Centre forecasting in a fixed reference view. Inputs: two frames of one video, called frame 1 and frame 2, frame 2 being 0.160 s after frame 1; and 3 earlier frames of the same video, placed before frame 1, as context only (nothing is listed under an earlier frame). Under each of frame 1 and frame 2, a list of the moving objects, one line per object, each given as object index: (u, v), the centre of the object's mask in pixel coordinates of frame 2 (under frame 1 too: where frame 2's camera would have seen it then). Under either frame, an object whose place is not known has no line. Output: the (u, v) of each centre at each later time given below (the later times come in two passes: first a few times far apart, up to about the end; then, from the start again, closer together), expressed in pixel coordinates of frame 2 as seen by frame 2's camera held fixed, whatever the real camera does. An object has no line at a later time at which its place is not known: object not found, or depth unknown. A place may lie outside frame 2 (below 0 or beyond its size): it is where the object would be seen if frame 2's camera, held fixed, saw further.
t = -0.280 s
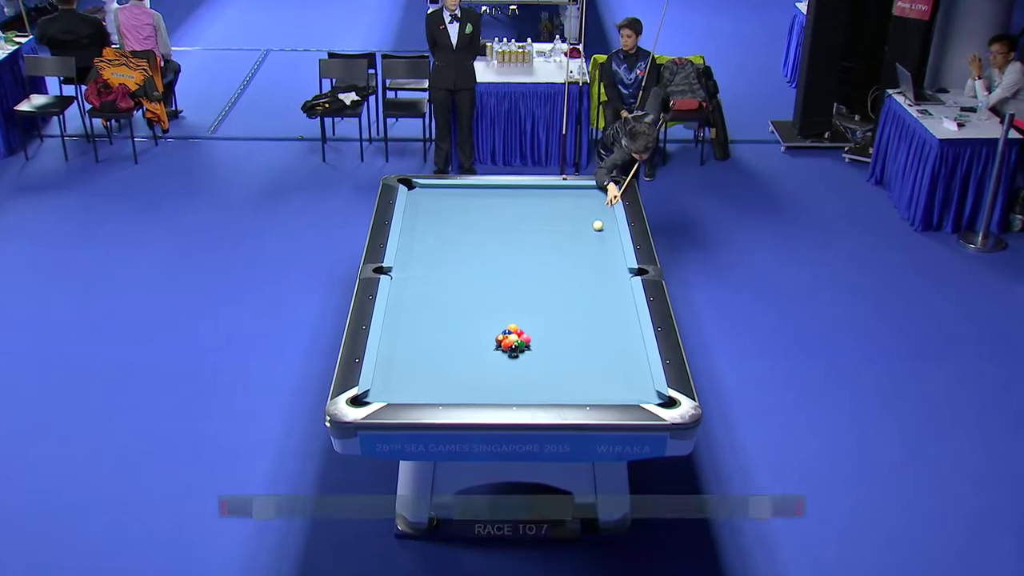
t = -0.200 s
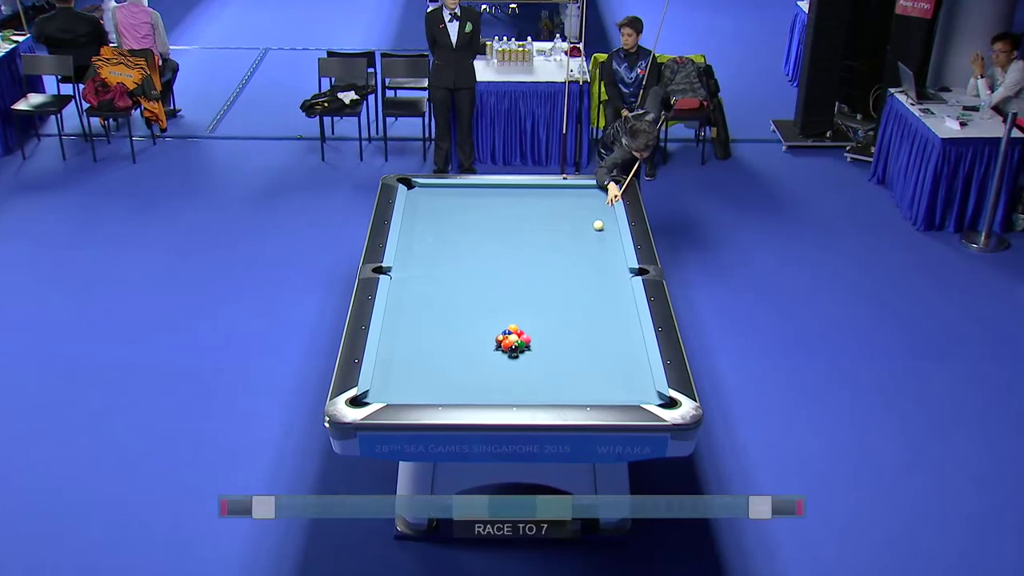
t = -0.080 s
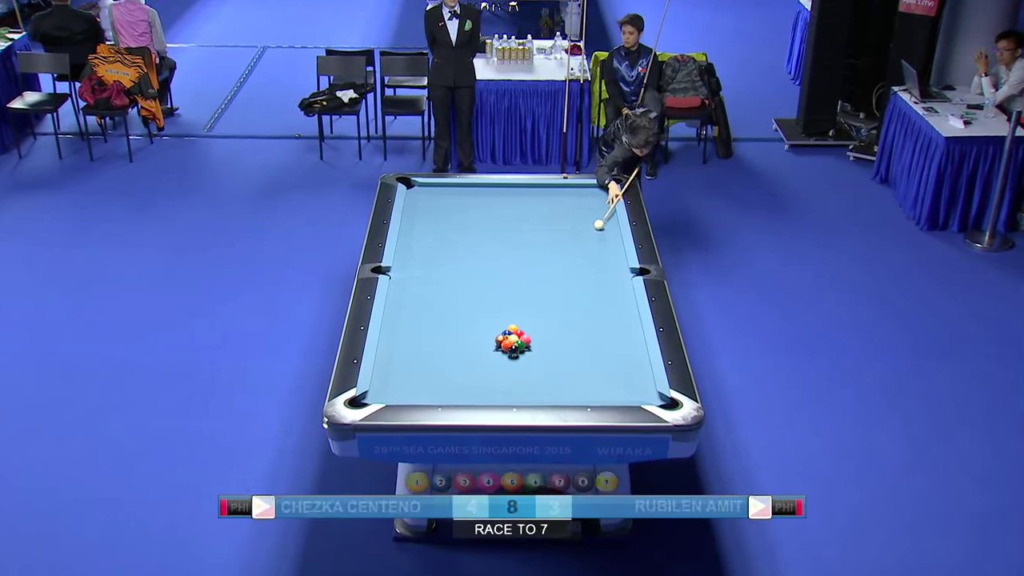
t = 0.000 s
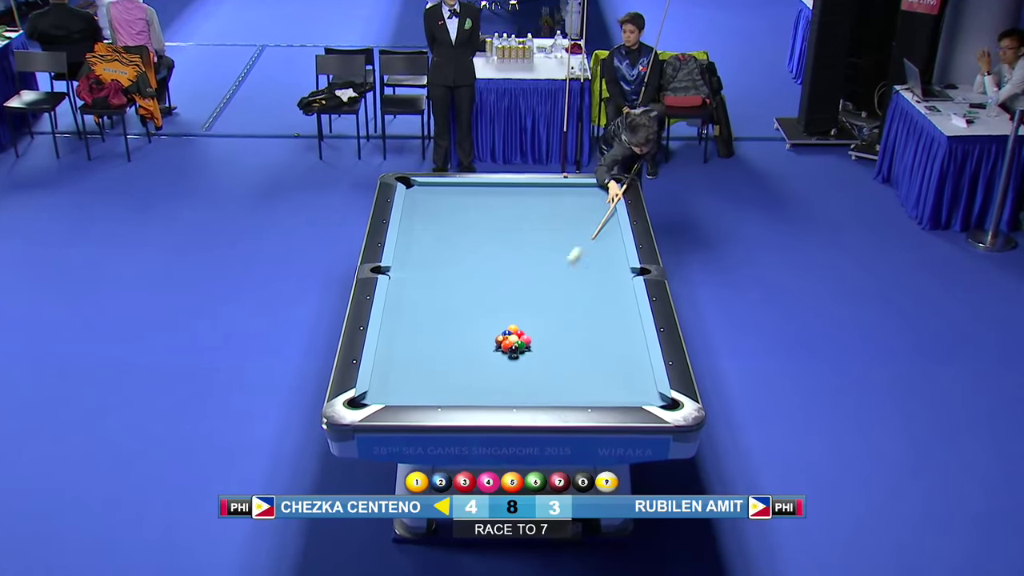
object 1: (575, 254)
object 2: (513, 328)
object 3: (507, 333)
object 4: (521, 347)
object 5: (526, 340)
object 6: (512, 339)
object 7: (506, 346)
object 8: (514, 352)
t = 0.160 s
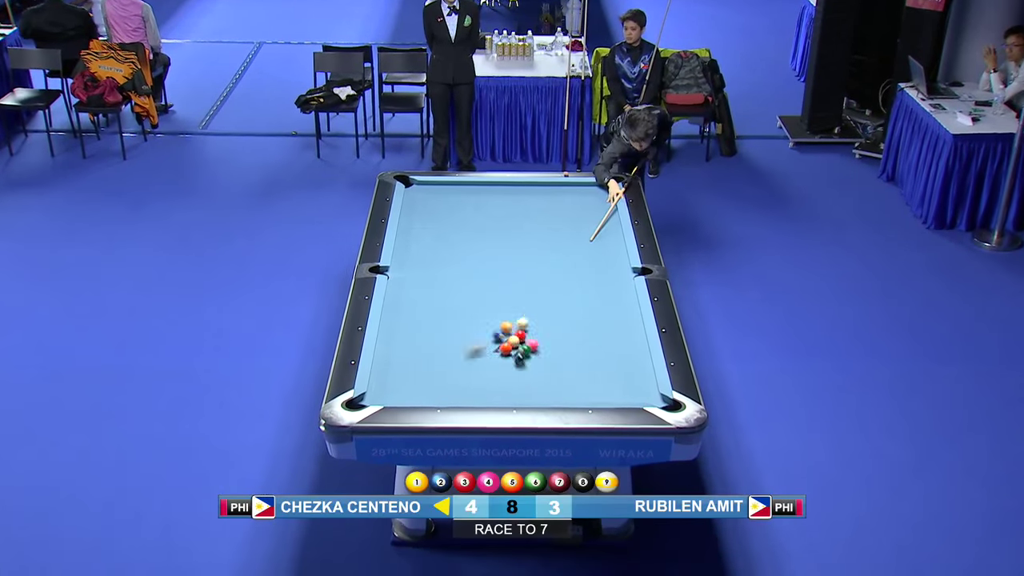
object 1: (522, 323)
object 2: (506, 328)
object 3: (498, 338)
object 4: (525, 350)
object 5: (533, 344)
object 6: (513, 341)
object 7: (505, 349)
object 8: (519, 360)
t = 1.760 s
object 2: (459, 259)
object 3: (472, 305)
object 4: (564, 319)
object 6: (519, 343)
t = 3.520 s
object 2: (574, 241)
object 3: (573, 275)
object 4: (468, 283)
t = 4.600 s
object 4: (433, 271)
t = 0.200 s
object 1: (528, 324)
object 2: (499, 325)
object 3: (488, 336)
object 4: (531, 356)
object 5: (541, 350)
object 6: (514, 342)
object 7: (504, 351)
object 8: (527, 369)
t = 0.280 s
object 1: (539, 323)
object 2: (486, 318)
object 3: (470, 333)
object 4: (543, 366)
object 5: (559, 359)
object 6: (515, 342)
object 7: (501, 355)
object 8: (543, 387)
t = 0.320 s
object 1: (544, 323)
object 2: (480, 315)
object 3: (462, 333)
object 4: (549, 370)
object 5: (567, 363)
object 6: (515, 342)
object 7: (500, 357)
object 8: (550, 395)
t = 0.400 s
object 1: (552, 323)
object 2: (469, 310)
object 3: (448, 331)
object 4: (560, 378)
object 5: (582, 371)
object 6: (516, 342)
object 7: (497, 360)
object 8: (560, 392)
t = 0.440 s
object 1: (556, 323)
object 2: (464, 307)
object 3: (440, 331)
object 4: (566, 378)
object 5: (589, 375)
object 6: (516, 342)
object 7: (495, 362)
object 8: (562, 388)
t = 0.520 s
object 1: (563, 323)
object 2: (454, 301)
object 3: (426, 329)
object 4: (582, 372)
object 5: (604, 383)
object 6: (516, 342)
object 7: (493, 366)
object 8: (562, 393)
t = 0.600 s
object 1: (571, 323)
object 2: (444, 296)
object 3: (412, 328)
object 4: (598, 365)
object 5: (618, 390)
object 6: (517, 342)
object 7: (490, 369)
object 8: (563, 396)
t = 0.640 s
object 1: (575, 323)
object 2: (439, 293)
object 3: (404, 326)
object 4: (605, 362)
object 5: (626, 394)
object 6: (518, 343)
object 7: (489, 371)
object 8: (563, 397)
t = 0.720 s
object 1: (582, 323)
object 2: (430, 288)
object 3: (391, 325)
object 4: (620, 357)
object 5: (640, 397)
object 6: (518, 343)
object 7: (486, 375)
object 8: (566, 396)
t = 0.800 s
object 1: (589, 323)
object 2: (420, 283)
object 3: (390, 324)
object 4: (634, 353)
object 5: (649, 394)
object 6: (518, 343)
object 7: (484, 378)
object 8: (568, 395)
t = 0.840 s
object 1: (593, 324)
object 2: (416, 280)
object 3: (395, 323)
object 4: (641, 351)
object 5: (651, 391)
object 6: (518, 343)
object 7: (482, 380)
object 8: (569, 395)
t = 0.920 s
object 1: (600, 324)
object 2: (407, 275)
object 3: (404, 321)
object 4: (635, 348)
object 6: (518, 343)
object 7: (480, 384)
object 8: (571, 393)
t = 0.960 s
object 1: (604, 324)
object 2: (402, 273)
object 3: (408, 320)
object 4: (630, 346)
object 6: (518, 343)
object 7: (479, 385)
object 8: (572, 393)
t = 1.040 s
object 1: (610, 324)
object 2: (395, 268)
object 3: (415, 318)
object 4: (621, 343)
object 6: (518, 343)
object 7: (476, 389)
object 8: (574, 392)
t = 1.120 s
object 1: (617, 324)
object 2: (404, 268)
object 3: (422, 317)
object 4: (614, 338)
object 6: (518, 343)
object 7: (474, 392)
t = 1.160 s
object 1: (621, 324)
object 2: (408, 267)
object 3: (425, 316)
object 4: (611, 337)
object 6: (519, 343)
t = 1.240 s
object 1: (627, 324)
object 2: (416, 266)
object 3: (432, 315)
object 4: (603, 337)
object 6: (519, 343)
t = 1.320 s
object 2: (423, 265)
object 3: (438, 313)
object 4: (597, 334)
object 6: (519, 343)
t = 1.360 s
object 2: (426, 265)
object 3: (441, 312)
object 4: (594, 332)
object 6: (519, 343)
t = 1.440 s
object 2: (433, 263)
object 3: (448, 311)
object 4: (587, 330)
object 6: (519, 343)
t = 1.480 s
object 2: (436, 263)
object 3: (451, 310)
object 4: (584, 328)
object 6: (519, 343)
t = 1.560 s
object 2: (443, 262)
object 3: (457, 309)
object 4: (578, 325)
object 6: (519, 343)
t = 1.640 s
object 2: (450, 261)
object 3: (463, 307)
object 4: (572, 323)
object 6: (519, 343)
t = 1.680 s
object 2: (453, 260)
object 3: (466, 306)
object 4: (569, 322)
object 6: (519, 343)
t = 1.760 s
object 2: (459, 259)
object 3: (472, 305)
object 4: (564, 319)
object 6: (519, 343)
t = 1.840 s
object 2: (466, 258)
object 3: (478, 304)
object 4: (558, 317)
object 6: (518, 343)
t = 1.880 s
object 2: (469, 258)
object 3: (480, 303)
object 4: (555, 315)
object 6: (518, 343)
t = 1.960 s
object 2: (475, 257)
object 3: (486, 302)
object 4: (550, 313)
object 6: (518, 342)
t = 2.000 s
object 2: (478, 256)
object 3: (489, 301)
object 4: (547, 312)
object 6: (518, 342)
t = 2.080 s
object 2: (484, 255)
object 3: (494, 300)
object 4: (542, 310)
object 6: (518, 342)
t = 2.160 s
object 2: (490, 254)
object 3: (499, 299)
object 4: (537, 307)
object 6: (518, 342)
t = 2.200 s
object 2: (493, 254)
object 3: (502, 298)
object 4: (535, 306)
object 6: (518, 342)
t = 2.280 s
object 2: (498, 253)
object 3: (507, 297)
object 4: (530, 304)
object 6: (518, 342)
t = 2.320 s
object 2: (501, 253)
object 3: (509, 296)
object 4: (527, 303)
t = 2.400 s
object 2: (507, 252)
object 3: (514, 295)
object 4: (523, 301)
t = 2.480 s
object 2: (512, 251)
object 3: (520, 291)
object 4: (518, 299)
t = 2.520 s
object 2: (515, 250)
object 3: (523, 292)
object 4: (516, 298)
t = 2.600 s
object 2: (520, 249)
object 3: (526, 291)
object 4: (511, 297)
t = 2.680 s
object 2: (525, 249)
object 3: (531, 290)
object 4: (507, 295)
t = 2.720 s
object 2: (528, 248)
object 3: (533, 289)
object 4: (505, 295)
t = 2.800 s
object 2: (533, 248)
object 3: (537, 287)
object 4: (501, 293)
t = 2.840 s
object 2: (536, 247)
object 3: (539, 287)
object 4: (499, 293)
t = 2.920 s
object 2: (541, 246)
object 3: (544, 285)
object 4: (495, 291)
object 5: (535, 337)
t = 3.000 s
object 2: (545, 246)
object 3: (548, 284)
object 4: (491, 290)
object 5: (532, 337)
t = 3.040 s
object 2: (548, 245)
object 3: (550, 283)
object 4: (489, 290)
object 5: (531, 336)
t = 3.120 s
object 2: (553, 245)
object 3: (554, 281)
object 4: (485, 288)
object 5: (529, 336)
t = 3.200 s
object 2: (557, 244)
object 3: (558, 280)
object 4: (482, 287)
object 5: (527, 336)
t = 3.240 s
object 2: (559, 243)
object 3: (560, 280)
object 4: (480, 287)
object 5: (526, 336)
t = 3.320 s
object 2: (564, 243)
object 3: (563, 278)
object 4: (476, 286)
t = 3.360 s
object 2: (566, 242)
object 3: (565, 278)
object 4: (475, 285)
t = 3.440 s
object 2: (570, 242)
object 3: (569, 276)
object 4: (471, 284)
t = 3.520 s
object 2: (574, 241)
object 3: (573, 275)
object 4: (468, 283)
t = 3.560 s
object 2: (577, 241)
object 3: (574, 274)
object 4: (467, 282)
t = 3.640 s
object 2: (581, 240)
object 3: (578, 273)
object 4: (463, 281)
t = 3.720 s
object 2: (585, 239)
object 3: (581, 272)
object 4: (460, 280)
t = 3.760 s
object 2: (586, 239)
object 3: (583, 271)
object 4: (459, 280)
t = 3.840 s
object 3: (586, 270)
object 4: (456, 279)
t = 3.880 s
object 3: (588, 270)
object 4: (455, 278)
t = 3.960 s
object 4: (452, 277)
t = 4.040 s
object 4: (449, 277)
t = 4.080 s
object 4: (448, 276)
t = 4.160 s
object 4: (445, 275)
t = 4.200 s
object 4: (444, 275)
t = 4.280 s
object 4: (442, 274)
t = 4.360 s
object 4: (439, 273)
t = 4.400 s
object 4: (438, 273)
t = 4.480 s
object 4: (436, 272)
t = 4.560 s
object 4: (434, 271)
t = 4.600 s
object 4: (433, 271)
